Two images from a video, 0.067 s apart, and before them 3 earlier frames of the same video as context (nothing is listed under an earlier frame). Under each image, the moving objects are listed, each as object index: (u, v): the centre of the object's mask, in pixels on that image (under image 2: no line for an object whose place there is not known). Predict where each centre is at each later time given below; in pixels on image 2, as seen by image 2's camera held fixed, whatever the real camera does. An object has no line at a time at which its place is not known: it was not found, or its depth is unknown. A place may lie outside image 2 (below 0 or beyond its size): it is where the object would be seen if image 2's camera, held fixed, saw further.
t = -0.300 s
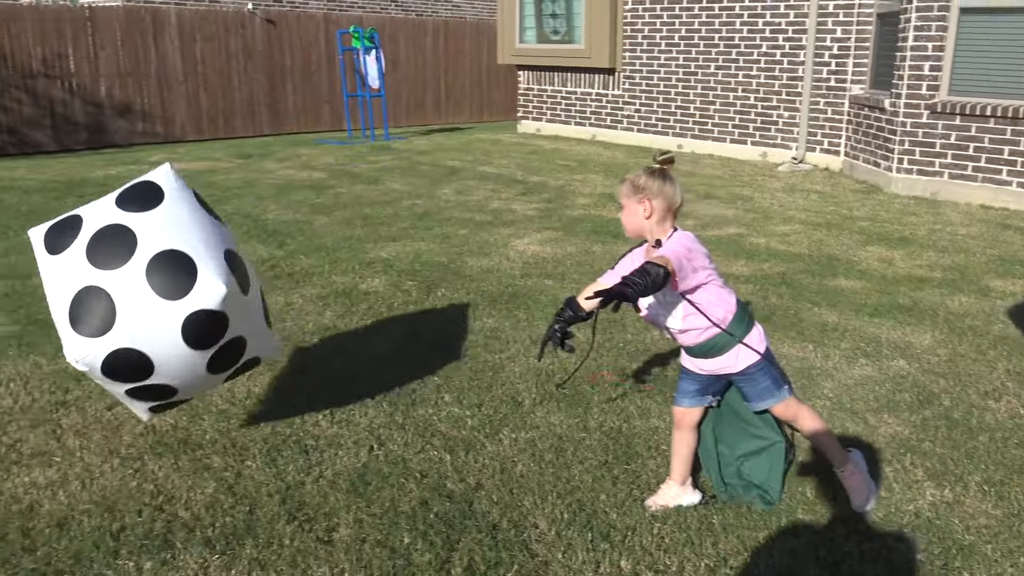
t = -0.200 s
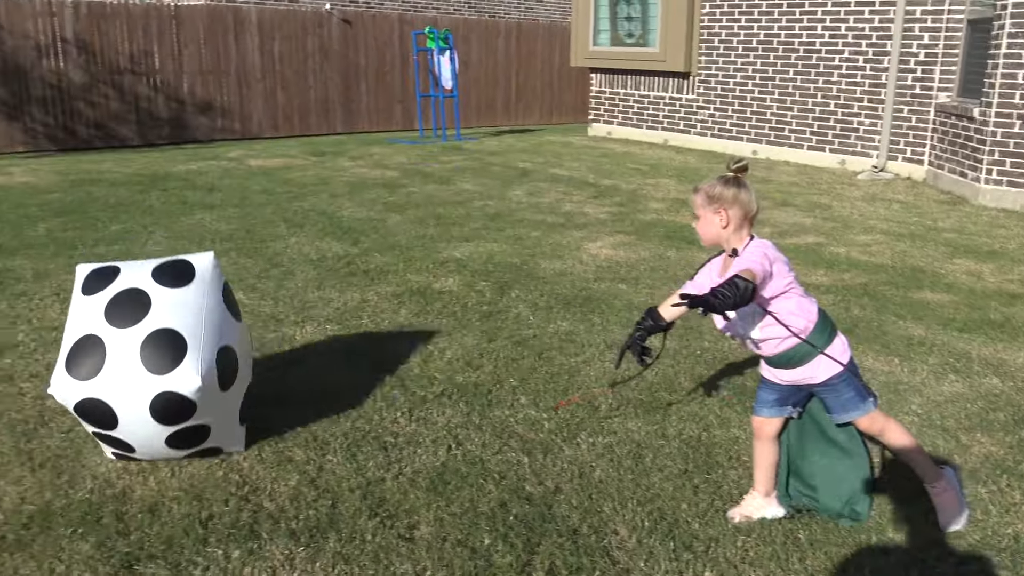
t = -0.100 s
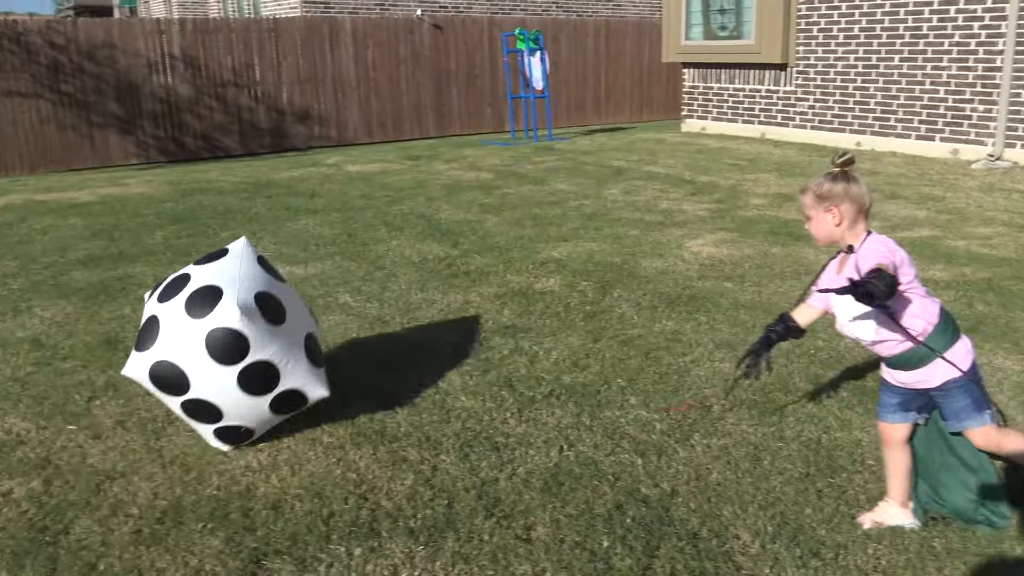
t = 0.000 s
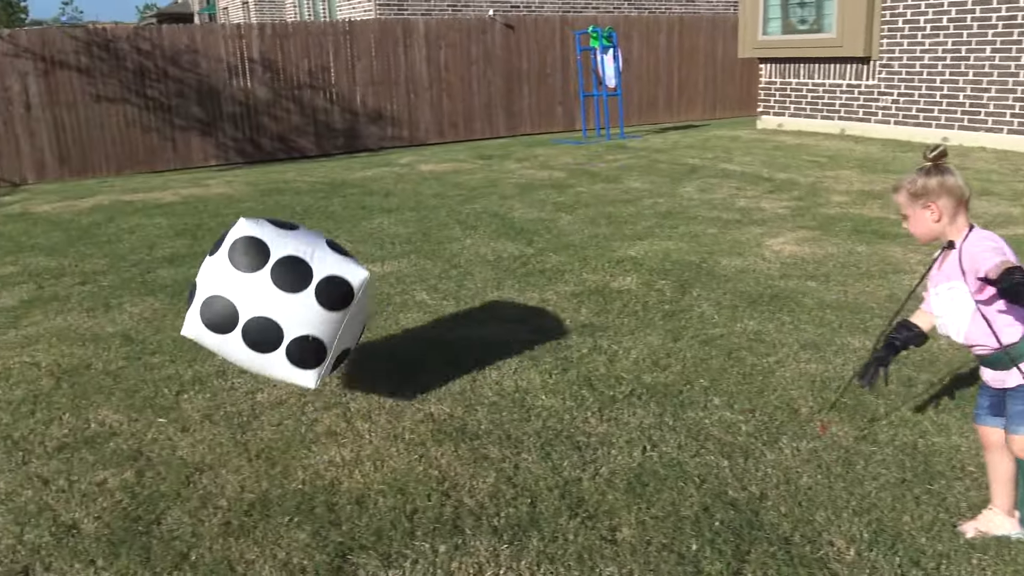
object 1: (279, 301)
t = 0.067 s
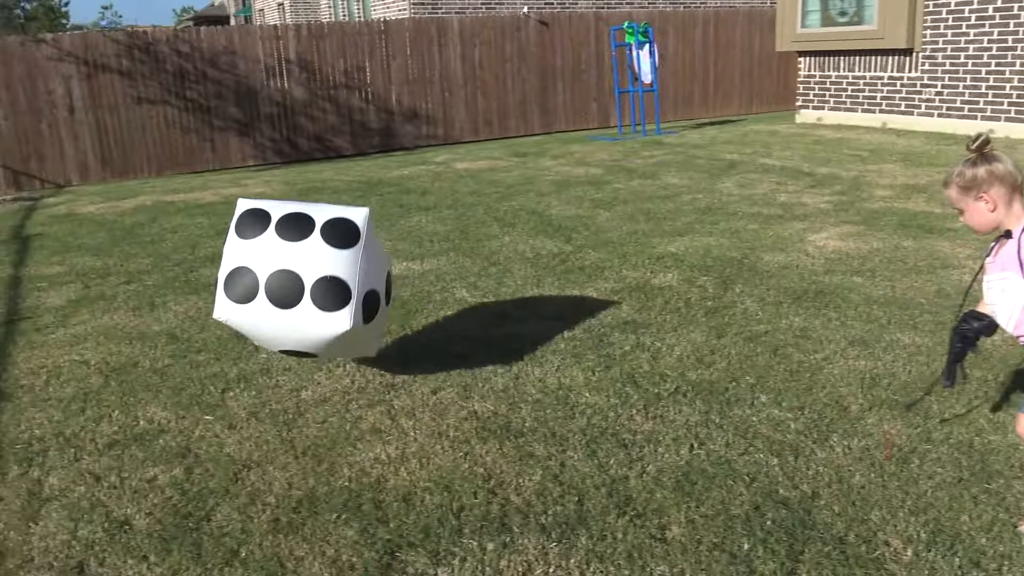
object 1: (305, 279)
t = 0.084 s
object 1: (301, 276)
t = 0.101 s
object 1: (298, 274)
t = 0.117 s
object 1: (294, 271)
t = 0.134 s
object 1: (291, 271)
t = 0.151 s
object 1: (288, 270)
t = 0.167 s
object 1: (285, 270)
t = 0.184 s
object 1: (280, 270)
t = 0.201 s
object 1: (277, 270)
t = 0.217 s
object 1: (274, 271)
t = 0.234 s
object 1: (272, 272)
